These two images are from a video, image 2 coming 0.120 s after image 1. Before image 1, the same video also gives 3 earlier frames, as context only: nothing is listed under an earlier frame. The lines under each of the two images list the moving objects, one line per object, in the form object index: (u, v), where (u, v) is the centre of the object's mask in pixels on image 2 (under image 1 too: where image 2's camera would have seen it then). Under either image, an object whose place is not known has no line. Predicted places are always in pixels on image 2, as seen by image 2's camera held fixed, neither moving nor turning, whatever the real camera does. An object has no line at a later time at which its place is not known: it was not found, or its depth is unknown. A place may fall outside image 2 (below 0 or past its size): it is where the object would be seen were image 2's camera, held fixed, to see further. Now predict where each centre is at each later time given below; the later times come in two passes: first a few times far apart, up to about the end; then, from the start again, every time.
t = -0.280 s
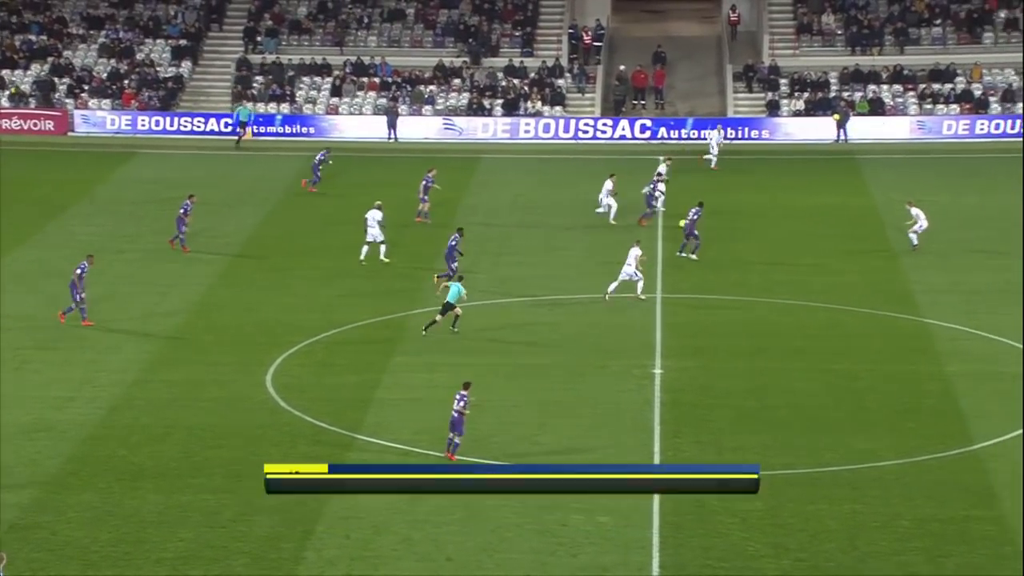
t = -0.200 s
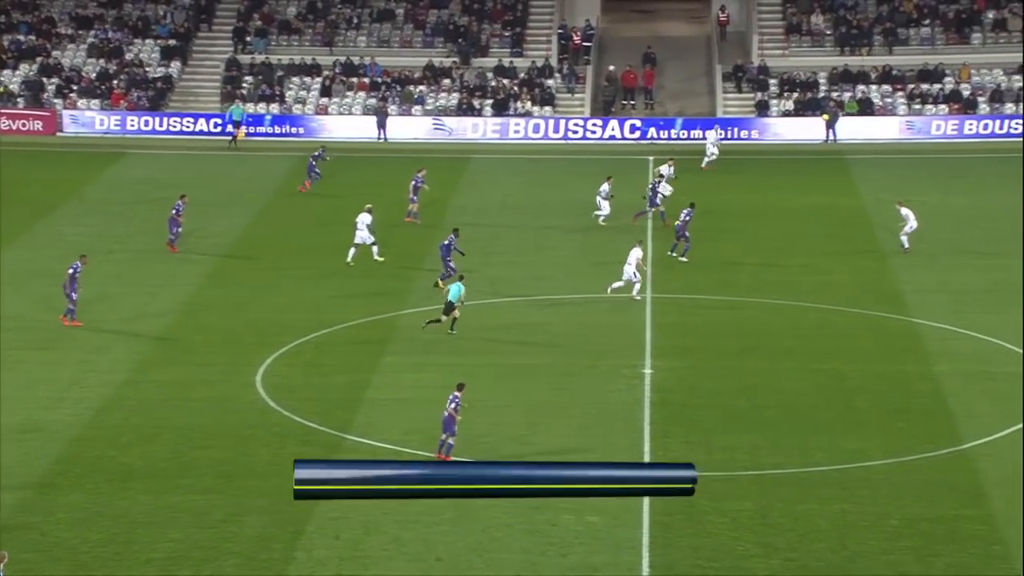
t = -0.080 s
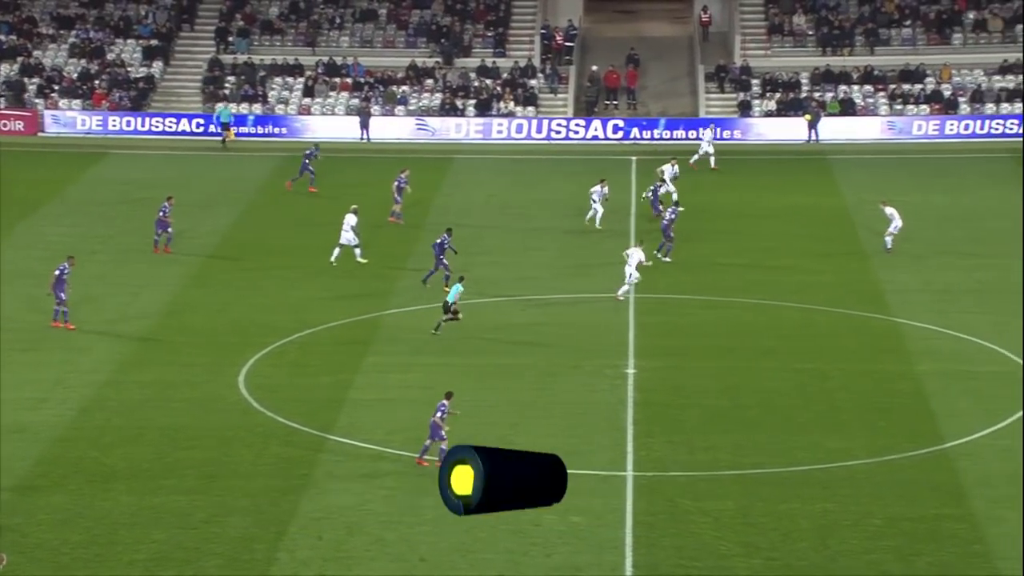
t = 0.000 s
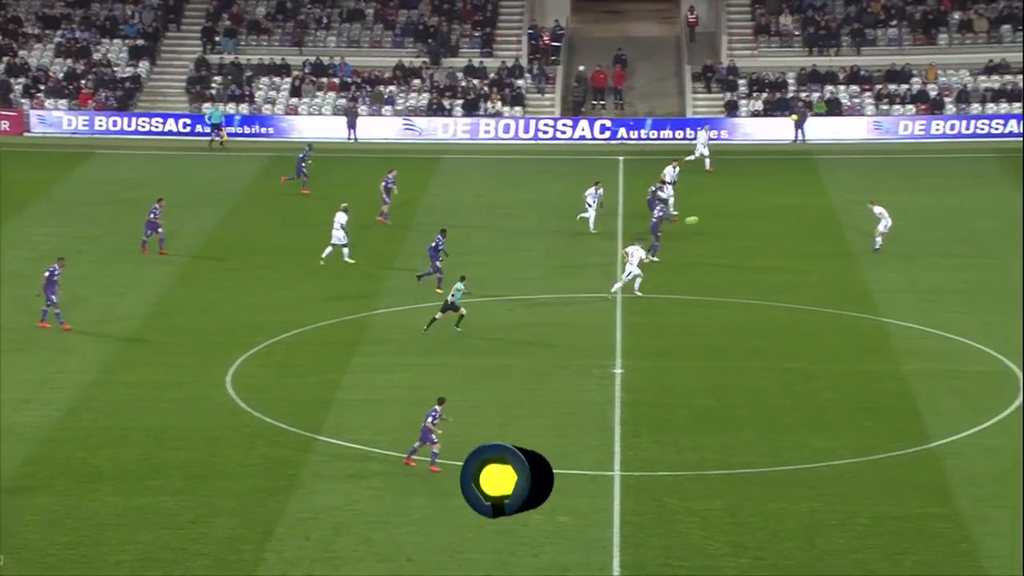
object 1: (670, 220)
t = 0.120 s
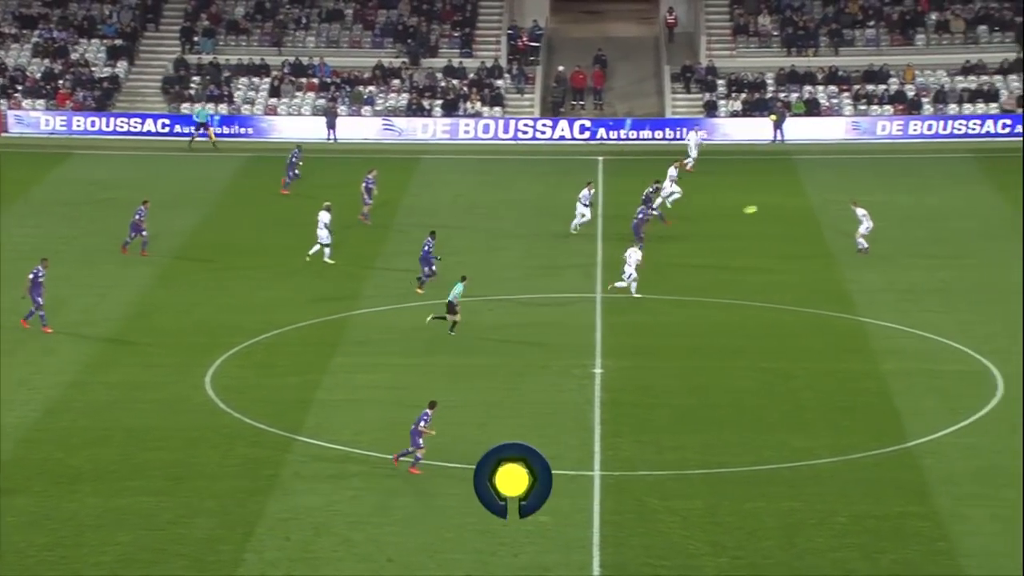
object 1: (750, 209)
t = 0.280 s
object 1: (854, 201)
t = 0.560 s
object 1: (1032, 204)
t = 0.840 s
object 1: (1210, 231)
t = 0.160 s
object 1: (776, 207)
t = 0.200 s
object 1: (802, 204)
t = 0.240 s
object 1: (828, 202)
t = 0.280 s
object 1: (854, 201)
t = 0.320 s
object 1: (880, 200)
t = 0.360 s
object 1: (905, 200)
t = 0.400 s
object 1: (931, 199)
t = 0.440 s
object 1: (956, 200)
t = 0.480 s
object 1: (982, 201)
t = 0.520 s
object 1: (1007, 202)
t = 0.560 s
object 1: (1032, 204)
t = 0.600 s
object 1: (1057, 206)
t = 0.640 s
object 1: (1083, 209)
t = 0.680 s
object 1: (1107, 212)
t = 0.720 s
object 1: (1133, 216)
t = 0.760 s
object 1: (1159, 221)
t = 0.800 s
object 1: (1184, 226)
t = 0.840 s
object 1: (1210, 231)
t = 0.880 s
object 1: (1236, 238)
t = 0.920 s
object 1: (1261, 245)
